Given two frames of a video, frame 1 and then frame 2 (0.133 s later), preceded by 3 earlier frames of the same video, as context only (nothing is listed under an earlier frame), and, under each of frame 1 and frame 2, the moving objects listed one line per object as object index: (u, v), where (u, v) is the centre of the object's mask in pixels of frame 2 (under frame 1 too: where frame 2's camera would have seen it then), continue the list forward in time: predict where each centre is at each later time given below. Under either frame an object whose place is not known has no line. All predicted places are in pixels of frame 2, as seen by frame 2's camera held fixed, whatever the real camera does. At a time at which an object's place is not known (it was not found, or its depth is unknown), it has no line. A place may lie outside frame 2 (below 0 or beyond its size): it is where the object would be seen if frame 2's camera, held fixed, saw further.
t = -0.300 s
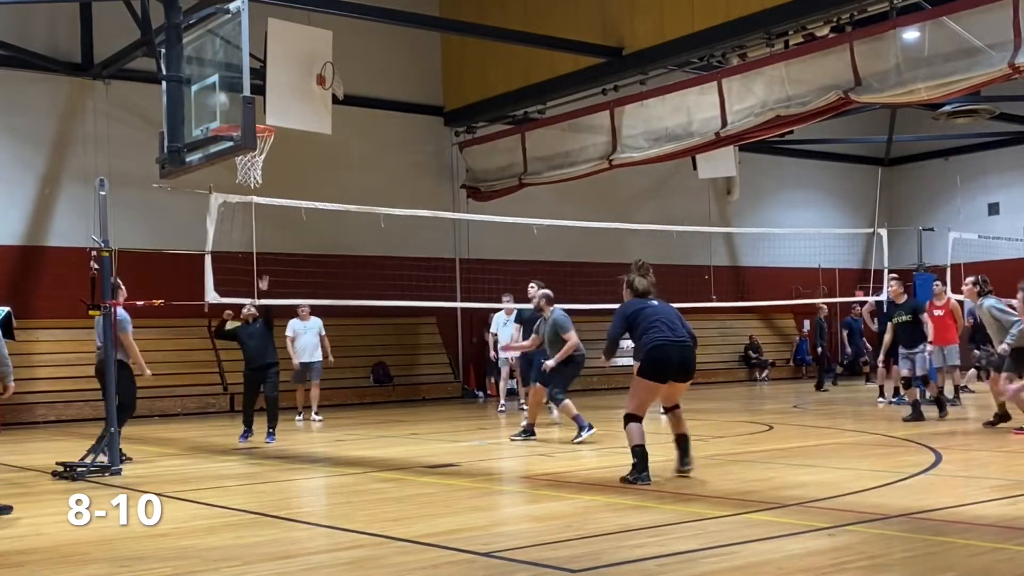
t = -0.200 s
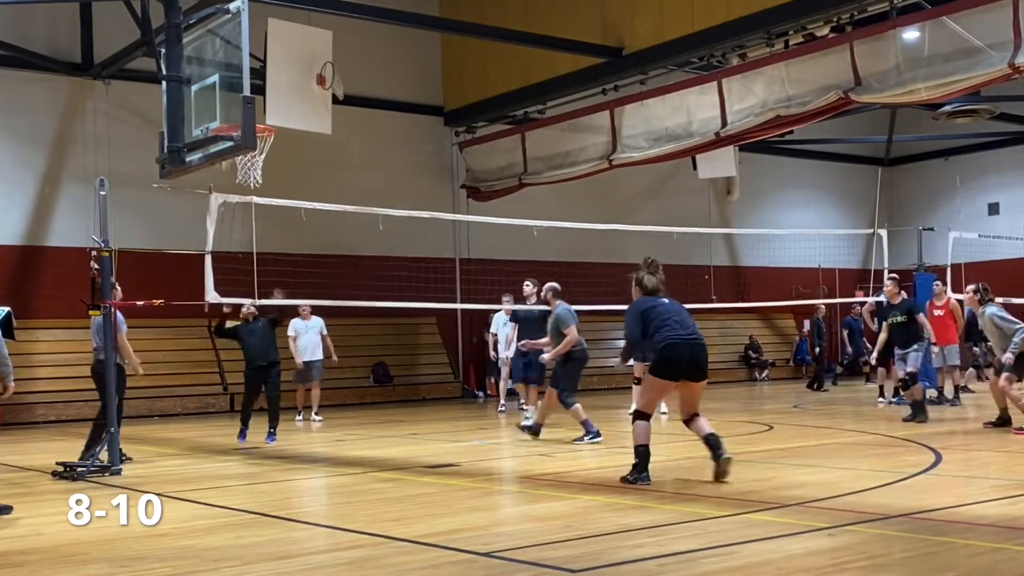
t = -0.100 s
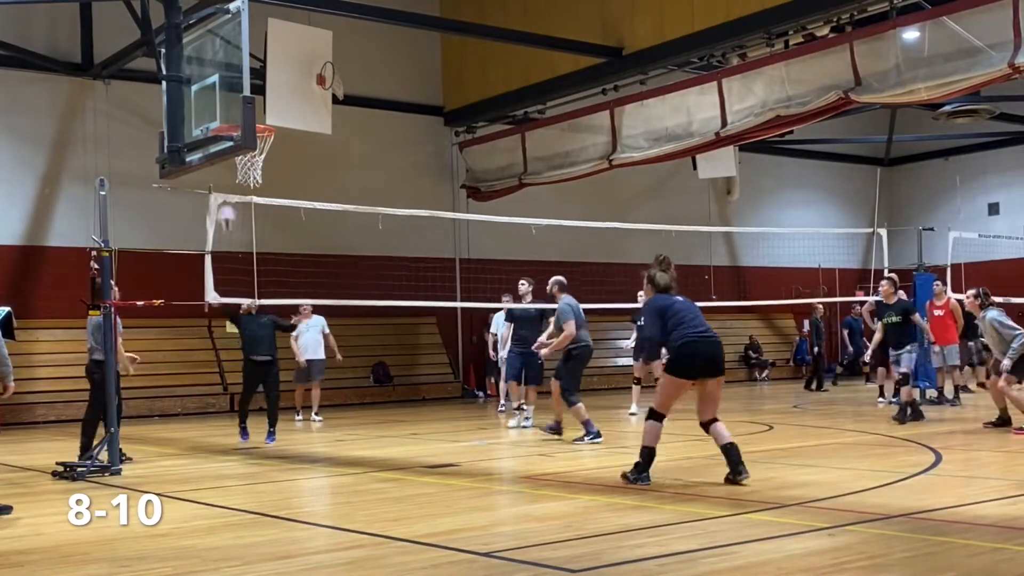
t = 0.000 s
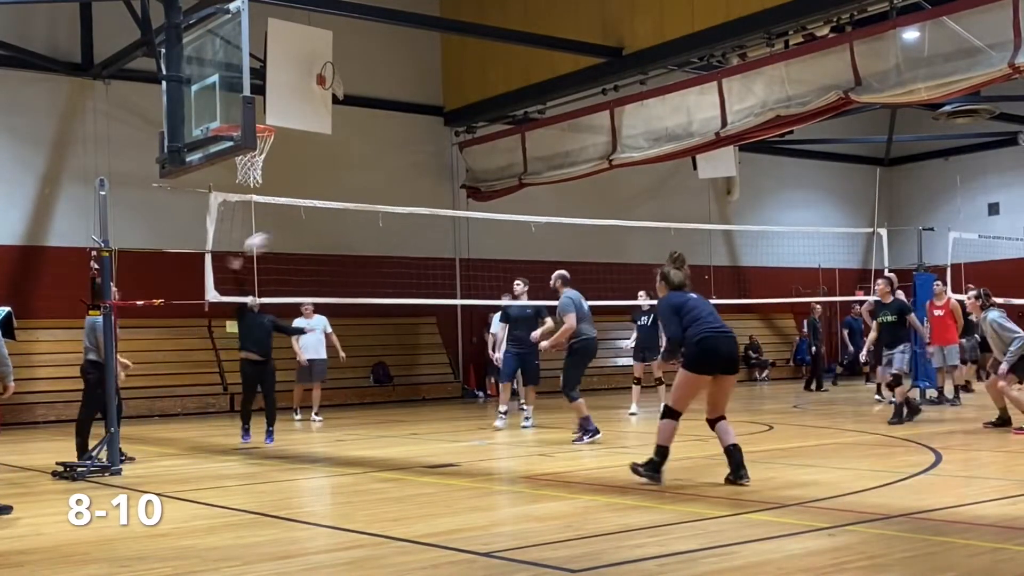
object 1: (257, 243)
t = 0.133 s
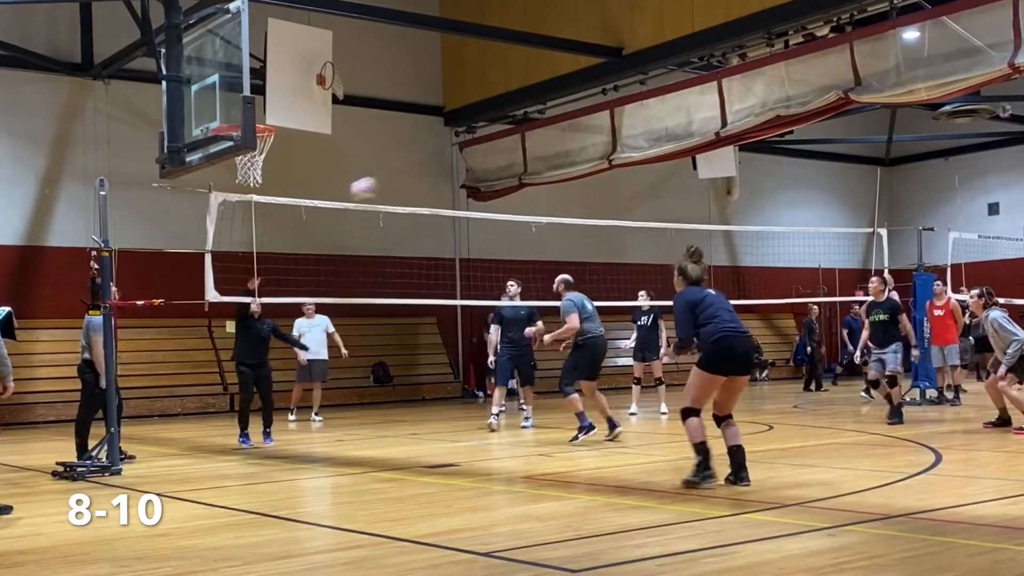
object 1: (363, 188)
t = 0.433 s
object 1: (648, 125)
